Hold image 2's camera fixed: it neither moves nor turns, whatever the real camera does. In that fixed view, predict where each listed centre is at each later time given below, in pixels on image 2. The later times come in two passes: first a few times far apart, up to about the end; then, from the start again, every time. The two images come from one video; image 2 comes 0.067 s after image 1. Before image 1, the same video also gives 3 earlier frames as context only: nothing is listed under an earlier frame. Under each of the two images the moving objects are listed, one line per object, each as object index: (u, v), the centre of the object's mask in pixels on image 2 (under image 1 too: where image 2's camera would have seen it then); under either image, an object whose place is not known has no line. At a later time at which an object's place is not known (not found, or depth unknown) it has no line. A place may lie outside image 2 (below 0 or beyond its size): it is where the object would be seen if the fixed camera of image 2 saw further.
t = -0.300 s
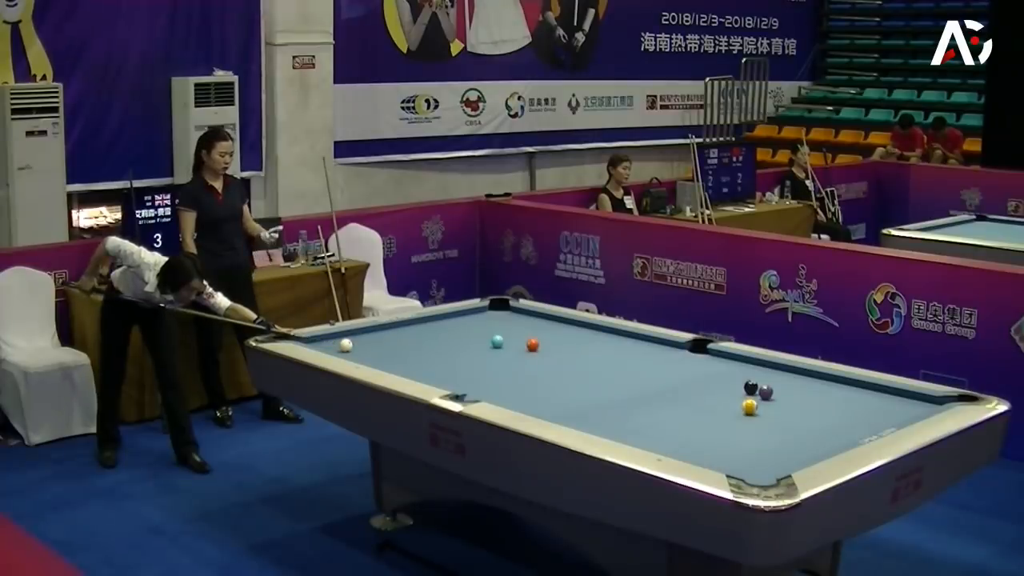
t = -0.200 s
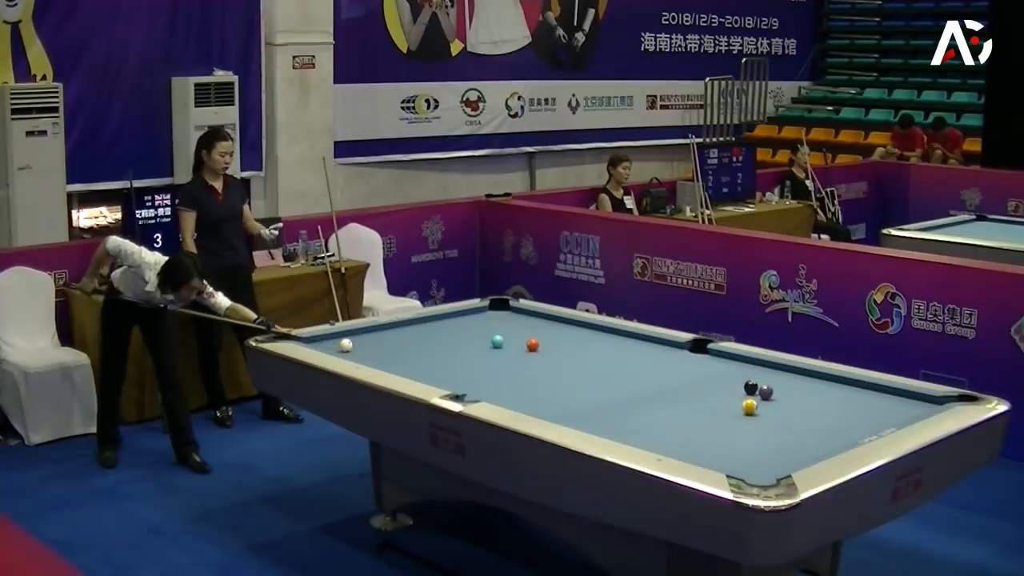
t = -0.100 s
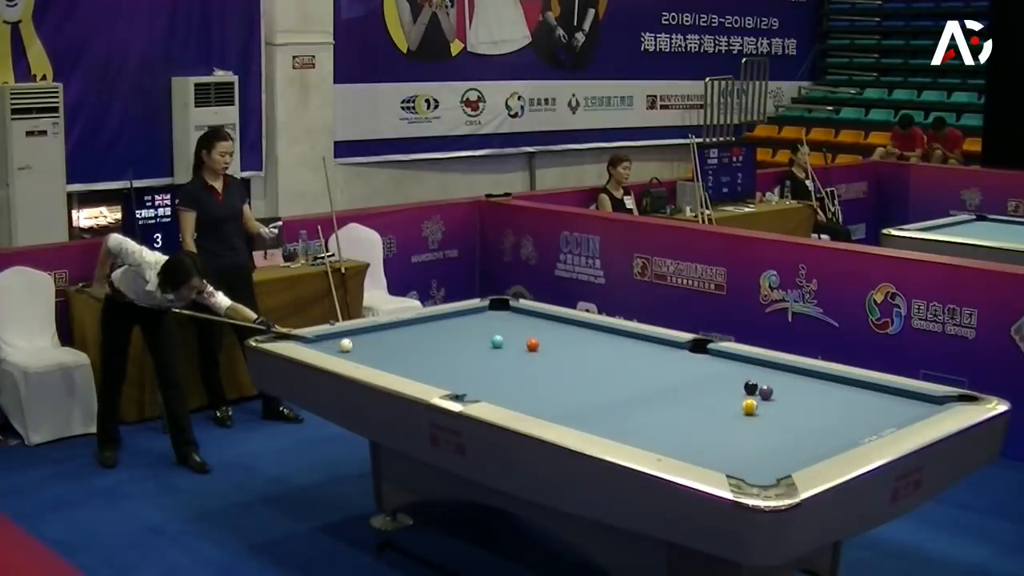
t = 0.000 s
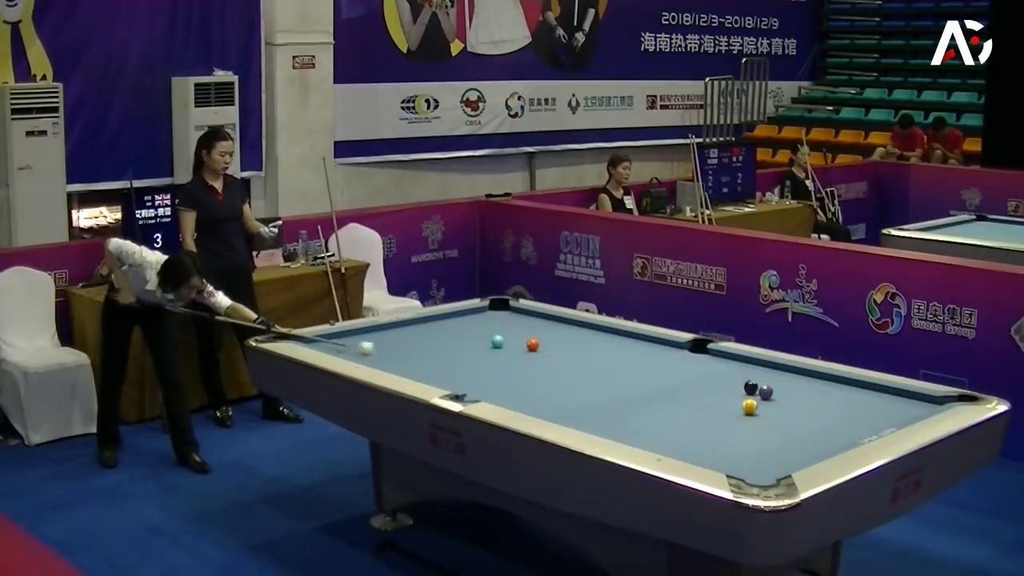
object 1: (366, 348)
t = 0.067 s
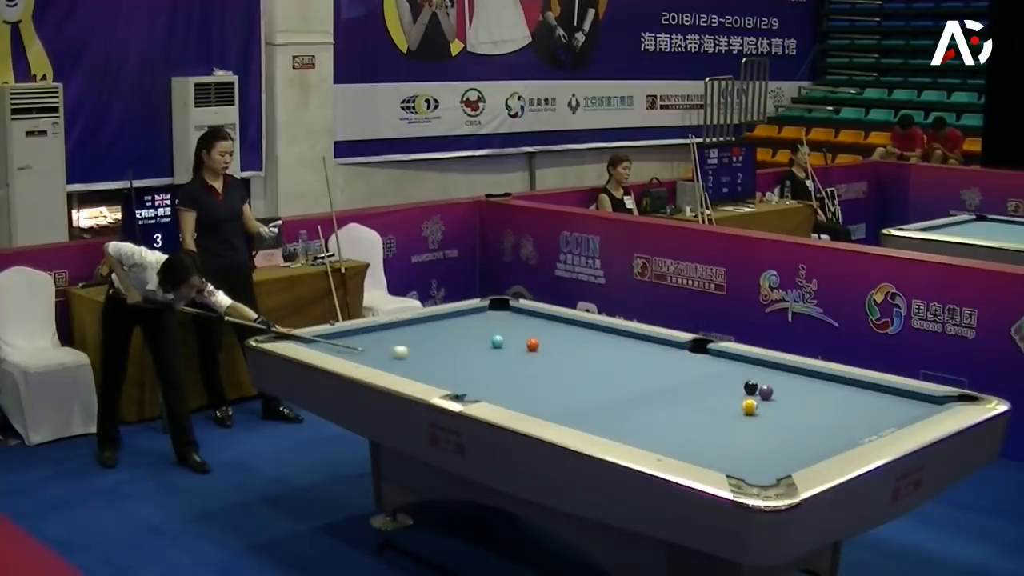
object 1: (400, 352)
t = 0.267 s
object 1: (503, 364)
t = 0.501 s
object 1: (632, 380)
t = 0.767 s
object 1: (766, 400)
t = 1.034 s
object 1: (843, 429)
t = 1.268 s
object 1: (811, 433)
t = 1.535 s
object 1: (734, 430)
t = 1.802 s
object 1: (660, 427)
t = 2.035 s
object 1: (598, 424)
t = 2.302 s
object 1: (556, 412)
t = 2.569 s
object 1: (543, 402)
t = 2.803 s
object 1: (531, 392)
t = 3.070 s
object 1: (520, 382)
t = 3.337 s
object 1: (510, 372)
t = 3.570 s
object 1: (502, 365)
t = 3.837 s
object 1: (493, 357)
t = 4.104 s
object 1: (485, 349)
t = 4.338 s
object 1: (479, 344)
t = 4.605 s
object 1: (472, 337)
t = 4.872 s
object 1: (467, 332)
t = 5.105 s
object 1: (461, 327)
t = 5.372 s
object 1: (456, 322)
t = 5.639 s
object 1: (452, 318)
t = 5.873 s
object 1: (449, 315)
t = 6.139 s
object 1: (462, 315)
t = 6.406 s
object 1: (474, 315)
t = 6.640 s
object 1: (483, 316)
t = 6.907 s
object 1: (493, 316)
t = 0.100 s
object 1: (417, 354)
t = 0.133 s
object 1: (433, 356)
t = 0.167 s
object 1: (450, 358)
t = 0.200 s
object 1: (468, 360)
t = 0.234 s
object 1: (485, 362)
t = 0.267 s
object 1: (503, 364)
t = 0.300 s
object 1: (521, 367)
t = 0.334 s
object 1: (539, 369)
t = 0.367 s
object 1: (557, 371)
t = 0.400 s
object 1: (576, 373)
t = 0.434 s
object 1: (594, 375)
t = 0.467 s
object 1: (613, 378)
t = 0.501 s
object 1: (632, 380)
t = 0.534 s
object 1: (652, 382)
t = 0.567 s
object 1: (670, 384)
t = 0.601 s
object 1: (690, 386)
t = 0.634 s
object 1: (710, 388)
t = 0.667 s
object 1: (730, 391)
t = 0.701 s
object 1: (749, 392)
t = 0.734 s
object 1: (759, 396)
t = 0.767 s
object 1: (766, 400)
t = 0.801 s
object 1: (773, 404)
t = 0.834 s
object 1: (781, 407)
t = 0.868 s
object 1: (791, 411)
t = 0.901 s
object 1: (800, 414)
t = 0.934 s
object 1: (810, 418)
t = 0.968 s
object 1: (821, 421)
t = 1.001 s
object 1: (832, 425)
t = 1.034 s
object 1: (843, 429)
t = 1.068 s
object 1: (853, 432)
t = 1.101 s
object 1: (863, 433)
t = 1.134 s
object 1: (854, 433)
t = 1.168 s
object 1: (842, 434)
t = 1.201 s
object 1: (832, 434)
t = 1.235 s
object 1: (821, 433)
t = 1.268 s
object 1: (811, 433)
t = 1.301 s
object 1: (801, 433)
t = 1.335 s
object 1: (792, 432)
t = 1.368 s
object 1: (782, 432)
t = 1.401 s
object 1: (773, 432)
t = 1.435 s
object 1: (763, 431)
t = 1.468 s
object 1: (753, 431)
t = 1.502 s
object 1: (743, 430)
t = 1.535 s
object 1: (734, 430)
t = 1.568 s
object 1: (725, 430)
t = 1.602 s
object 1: (715, 429)
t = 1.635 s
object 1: (706, 428)
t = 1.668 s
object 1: (696, 428)
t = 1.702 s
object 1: (687, 428)
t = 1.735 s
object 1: (678, 428)
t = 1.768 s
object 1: (669, 427)
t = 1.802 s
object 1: (660, 427)
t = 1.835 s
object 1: (651, 427)
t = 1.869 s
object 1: (642, 427)
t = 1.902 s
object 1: (633, 426)
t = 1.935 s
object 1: (624, 426)
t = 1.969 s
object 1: (615, 425)
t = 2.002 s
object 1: (606, 425)
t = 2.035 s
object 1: (598, 424)
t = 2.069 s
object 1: (589, 422)
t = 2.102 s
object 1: (581, 421)
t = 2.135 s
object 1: (573, 419)
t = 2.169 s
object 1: (564, 418)
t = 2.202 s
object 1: (562, 416)
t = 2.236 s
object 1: (560, 415)
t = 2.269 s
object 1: (558, 414)
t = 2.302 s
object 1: (556, 412)
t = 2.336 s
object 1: (555, 412)
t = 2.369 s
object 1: (553, 411)
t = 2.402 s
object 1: (552, 410)
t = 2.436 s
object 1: (549, 408)
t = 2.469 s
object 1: (548, 407)
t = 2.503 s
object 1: (546, 405)
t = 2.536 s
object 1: (544, 404)
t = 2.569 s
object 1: (543, 402)
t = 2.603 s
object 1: (541, 401)
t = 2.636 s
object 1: (539, 399)
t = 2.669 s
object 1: (537, 398)
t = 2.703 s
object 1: (536, 397)
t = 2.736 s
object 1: (534, 395)
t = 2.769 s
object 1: (533, 394)
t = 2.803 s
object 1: (531, 392)
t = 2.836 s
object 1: (530, 391)
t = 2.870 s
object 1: (528, 390)
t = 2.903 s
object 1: (527, 388)
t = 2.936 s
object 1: (526, 387)
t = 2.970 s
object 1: (524, 386)
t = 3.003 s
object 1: (523, 384)
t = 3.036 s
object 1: (521, 383)
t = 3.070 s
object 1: (520, 382)
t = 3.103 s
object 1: (519, 380)
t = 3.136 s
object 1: (517, 379)
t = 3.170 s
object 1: (516, 378)
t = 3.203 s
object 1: (515, 377)
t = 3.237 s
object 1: (513, 376)
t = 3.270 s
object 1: (512, 374)
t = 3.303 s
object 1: (511, 373)
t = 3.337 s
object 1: (510, 372)
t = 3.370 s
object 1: (509, 371)
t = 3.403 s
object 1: (507, 370)
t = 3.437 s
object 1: (506, 369)
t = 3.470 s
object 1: (505, 368)
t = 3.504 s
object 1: (504, 367)
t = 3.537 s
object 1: (503, 366)
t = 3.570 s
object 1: (502, 365)
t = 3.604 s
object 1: (501, 363)
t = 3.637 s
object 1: (499, 362)
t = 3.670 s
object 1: (498, 361)
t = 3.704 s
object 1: (498, 361)
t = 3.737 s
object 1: (496, 360)
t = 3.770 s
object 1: (495, 359)
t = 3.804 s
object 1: (494, 358)
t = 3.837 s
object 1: (493, 357)
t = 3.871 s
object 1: (492, 356)
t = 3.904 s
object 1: (491, 354)
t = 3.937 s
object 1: (490, 354)
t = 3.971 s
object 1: (489, 353)
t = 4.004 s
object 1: (488, 352)
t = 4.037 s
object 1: (487, 351)
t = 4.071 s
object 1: (486, 350)
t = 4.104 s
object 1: (485, 349)
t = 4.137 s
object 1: (484, 348)
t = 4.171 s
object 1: (484, 348)
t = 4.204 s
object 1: (483, 347)
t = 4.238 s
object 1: (482, 346)
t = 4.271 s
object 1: (481, 345)
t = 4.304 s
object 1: (480, 344)
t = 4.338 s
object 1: (479, 344)
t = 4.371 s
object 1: (478, 343)
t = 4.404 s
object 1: (478, 342)
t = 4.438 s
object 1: (477, 341)
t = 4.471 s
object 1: (476, 340)
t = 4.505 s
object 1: (475, 340)
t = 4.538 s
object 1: (474, 339)
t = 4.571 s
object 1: (473, 338)
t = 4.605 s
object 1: (472, 337)
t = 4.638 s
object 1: (472, 337)
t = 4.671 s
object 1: (471, 336)
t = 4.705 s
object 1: (470, 335)
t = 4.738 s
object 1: (469, 335)
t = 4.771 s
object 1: (469, 334)
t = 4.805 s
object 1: (468, 333)
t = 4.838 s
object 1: (467, 333)
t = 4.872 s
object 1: (467, 332)
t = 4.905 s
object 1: (466, 331)
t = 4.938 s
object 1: (465, 330)
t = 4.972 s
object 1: (464, 330)
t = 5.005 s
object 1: (463, 329)
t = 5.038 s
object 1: (463, 329)
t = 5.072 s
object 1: (462, 328)
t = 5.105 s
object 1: (461, 327)
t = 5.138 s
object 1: (461, 327)
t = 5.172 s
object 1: (460, 326)
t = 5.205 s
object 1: (459, 325)
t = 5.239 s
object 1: (459, 325)
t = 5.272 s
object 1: (458, 324)
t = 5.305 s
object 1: (458, 324)
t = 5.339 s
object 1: (457, 323)
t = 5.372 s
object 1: (456, 322)
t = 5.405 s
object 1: (456, 322)
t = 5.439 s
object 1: (455, 321)
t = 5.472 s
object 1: (455, 321)
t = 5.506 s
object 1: (454, 321)
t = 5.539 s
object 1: (453, 320)
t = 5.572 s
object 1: (453, 320)
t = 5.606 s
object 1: (453, 319)
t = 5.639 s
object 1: (452, 318)
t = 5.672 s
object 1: (451, 318)
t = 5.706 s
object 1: (451, 318)
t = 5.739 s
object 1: (450, 317)
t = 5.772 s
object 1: (450, 317)
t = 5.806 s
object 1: (449, 316)
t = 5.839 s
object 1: (449, 315)
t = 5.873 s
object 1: (449, 315)
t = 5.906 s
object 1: (451, 315)
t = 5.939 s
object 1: (452, 315)
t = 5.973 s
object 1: (454, 315)
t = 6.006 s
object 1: (456, 315)
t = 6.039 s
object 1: (457, 315)
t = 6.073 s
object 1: (459, 315)
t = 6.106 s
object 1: (460, 315)
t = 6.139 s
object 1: (462, 315)
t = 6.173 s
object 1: (464, 315)
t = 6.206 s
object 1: (465, 315)
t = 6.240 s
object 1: (467, 315)
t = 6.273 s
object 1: (468, 315)
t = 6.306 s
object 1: (470, 315)
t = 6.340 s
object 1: (471, 315)
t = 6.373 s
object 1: (473, 315)
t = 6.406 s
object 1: (474, 315)
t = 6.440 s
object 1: (475, 315)
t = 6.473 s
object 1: (477, 315)
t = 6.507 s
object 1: (478, 315)
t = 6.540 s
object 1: (480, 315)
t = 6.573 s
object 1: (481, 316)
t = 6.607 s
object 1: (482, 316)
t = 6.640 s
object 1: (483, 316)
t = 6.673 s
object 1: (485, 316)
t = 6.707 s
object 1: (486, 316)
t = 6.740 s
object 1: (488, 316)
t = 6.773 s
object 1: (489, 316)
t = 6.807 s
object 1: (490, 316)
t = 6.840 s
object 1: (491, 316)
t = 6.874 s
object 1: (492, 316)
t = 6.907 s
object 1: (493, 316)
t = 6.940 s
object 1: (495, 316)
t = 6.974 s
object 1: (496, 316)
